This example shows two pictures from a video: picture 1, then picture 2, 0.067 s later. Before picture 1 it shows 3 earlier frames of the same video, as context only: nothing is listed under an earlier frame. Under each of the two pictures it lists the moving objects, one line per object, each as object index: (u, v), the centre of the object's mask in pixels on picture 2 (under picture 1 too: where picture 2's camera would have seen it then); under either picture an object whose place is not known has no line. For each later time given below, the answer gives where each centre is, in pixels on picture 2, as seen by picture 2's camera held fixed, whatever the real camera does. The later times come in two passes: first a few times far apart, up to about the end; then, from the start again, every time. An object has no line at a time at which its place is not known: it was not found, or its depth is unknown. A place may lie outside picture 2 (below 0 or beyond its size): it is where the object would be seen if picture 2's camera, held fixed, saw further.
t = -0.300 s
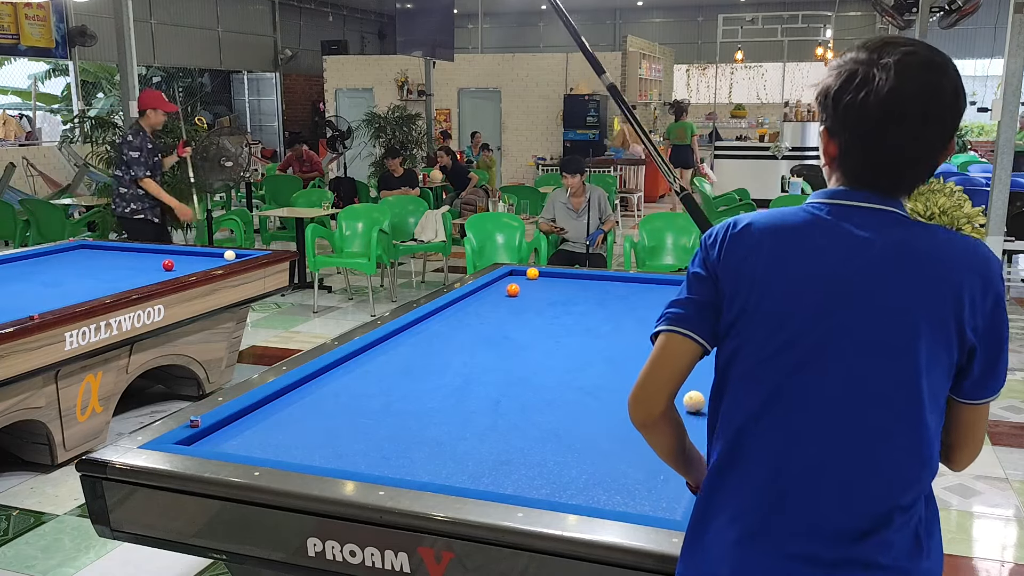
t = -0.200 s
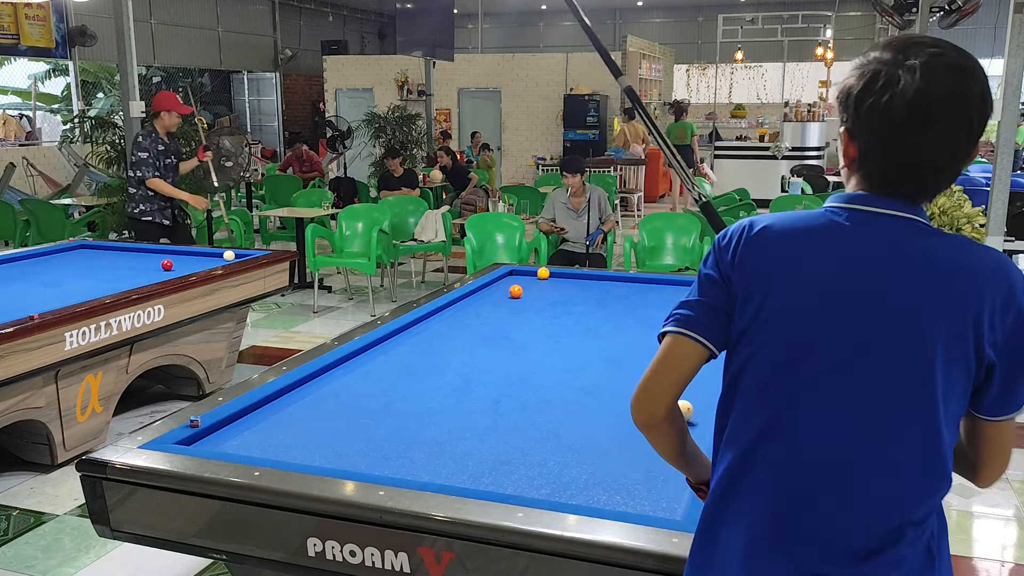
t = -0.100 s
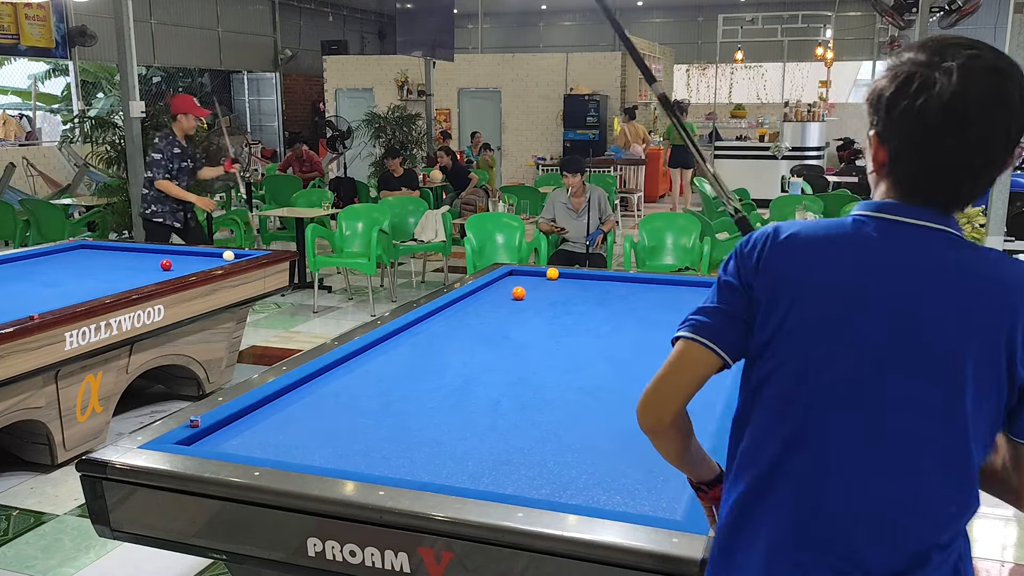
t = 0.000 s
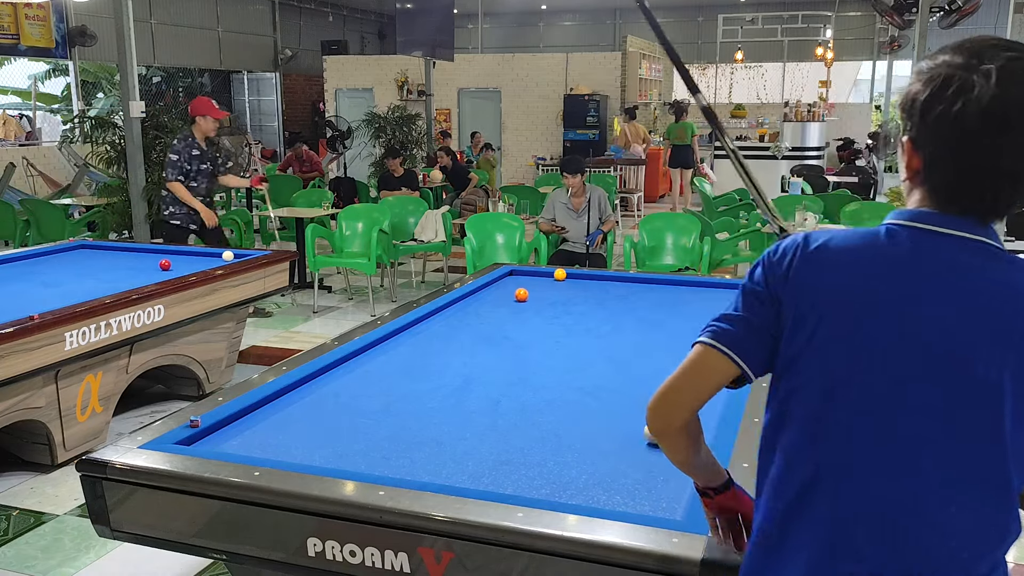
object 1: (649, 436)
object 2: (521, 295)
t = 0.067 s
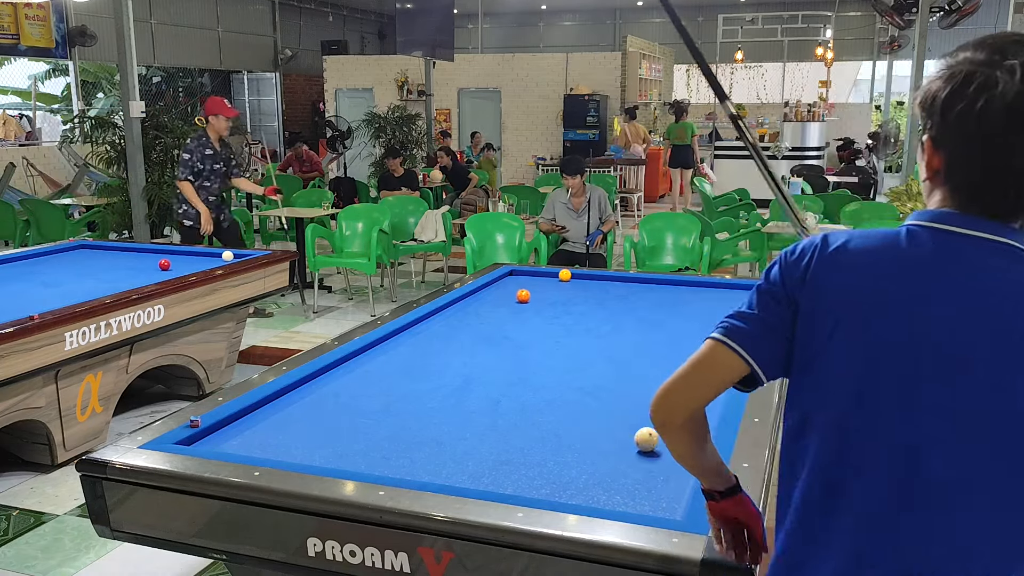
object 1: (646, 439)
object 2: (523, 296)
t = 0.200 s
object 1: (626, 456)
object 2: (527, 299)
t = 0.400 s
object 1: (593, 483)
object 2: (533, 302)
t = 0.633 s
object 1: (560, 487)
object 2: (540, 306)
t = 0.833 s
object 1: (542, 467)
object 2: (545, 310)
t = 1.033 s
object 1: (527, 450)
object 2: (552, 313)
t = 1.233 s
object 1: (513, 435)
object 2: (558, 317)
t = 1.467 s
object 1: (499, 419)
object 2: (565, 321)
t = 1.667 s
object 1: (488, 406)
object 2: (571, 324)
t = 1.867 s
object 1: (478, 395)
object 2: (577, 328)
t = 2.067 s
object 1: (469, 385)
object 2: (583, 332)
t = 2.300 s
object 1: (459, 374)
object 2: (591, 336)
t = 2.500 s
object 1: (452, 366)
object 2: (597, 339)
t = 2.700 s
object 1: (445, 359)
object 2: (603, 343)
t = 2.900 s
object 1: (439, 351)
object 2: (610, 347)
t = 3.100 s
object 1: (433, 345)
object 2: (616, 350)
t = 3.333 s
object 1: (426, 338)
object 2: (624, 354)
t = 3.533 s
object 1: (421, 332)
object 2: (630, 358)
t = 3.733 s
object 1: (416, 327)
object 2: (636, 362)
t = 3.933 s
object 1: (421, 323)
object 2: (642, 365)
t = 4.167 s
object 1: (434, 321)
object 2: (650, 369)
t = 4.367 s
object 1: (445, 318)
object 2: (656, 372)
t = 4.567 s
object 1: (455, 316)
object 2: (662, 376)
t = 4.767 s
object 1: (465, 314)
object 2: (668, 379)
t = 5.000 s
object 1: (476, 312)
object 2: (675, 382)
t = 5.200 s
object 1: (484, 311)
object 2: (680, 385)
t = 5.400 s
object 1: (492, 309)
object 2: (686, 388)
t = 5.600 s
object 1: (500, 308)
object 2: (691, 391)
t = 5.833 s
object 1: (508, 306)
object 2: (697, 394)
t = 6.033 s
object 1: (515, 305)
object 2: (701, 396)
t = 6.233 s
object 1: (521, 304)
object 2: (705, 399)
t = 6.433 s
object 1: (527, 302)
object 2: (709, 401)
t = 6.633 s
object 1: (533, 301)
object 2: (712, 403)
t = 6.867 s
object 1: (540, 300)
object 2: (714, 404)
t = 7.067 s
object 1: (545, 300)
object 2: (712, 405)
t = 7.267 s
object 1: (550, 299)
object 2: (710, 406)
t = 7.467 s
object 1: (554, 298)
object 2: (708, 406)
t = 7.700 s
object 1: (559, 297)
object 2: (707, 407)
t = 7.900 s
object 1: (562, 297)
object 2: (706, 407)
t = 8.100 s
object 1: (566, 296)
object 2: (705, 407)
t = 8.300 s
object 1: (569, 296)
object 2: (705, 407)
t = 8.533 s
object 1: (572, 295)
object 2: (706, 407)
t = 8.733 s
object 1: (574, 295)
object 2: (706, 407)
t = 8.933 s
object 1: (576, 295)
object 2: (706, 407)
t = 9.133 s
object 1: (578, 295)
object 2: (706, 407)
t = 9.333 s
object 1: (579, 295)
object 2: (706, 407)
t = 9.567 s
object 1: (580, 294)
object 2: (706, 407)
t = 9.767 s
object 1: (581, 294)
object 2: (706, 407)
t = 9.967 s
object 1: (581, 294)
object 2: (706, 407)
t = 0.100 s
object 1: (642, 443)
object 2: (524, 297)
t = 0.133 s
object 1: (637, 447)
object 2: (525, 298)
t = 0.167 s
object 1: (632, 451)
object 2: (526, 298)
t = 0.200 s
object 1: (626, 456)
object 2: (527, 299)
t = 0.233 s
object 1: (621, 460)
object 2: (528, 299)
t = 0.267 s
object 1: (616, 464)
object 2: (529, 300)
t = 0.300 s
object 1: (610, 469)
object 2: (530, 300)
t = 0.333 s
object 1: (604, 473)
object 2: (531, 301)
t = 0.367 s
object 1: (599, 478)
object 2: (532, 301)
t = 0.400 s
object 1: (593, 483)
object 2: (533, 302)
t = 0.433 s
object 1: (586, 487)
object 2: (534, 303)
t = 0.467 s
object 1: (580, 491)
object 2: (535, 303)
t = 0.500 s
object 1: (574, 494)
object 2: (536, 304)
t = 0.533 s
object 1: (569, 495)
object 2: (537, 304)
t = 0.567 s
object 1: (566, 493)
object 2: (538, 305)
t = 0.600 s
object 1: (563, 490)
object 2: (538, 306)
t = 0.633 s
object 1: (560, 487)
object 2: (540, 306)
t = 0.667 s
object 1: (557, 483)
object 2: (540, 307)
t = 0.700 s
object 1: (554, 480)
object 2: (541, 307)
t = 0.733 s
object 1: (551, 477)
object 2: (542, 308)
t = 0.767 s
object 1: (548, 473)
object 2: (543, 308)
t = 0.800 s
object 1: (545, 471)
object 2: (544, 309)
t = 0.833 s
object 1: (542, 467)
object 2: (545, 310)
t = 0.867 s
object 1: (540, 464)
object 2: (546, 310)
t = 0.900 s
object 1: (537, 461)
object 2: (547, 311)
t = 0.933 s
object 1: (534, 458)
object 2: (548, 311)
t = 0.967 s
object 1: (532, 455)
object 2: (549, 312)
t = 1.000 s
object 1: (530, 453)
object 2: (551, 313)
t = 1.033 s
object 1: (527, 450)
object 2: (552, 313)
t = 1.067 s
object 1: (524, 447)
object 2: (552, 314)
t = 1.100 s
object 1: (522, 445)
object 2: (554, 314)
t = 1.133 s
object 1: (520, 442)
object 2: (554, 315)
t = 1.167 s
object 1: (517, 439)
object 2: (555, 315)
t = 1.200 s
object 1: (515, 437)
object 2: (557, 316)
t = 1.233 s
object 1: (513, 435)
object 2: (558, 317)
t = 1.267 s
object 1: (511, 432)
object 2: (559, 317)
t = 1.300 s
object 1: (509, 430)
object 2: (560, 318)
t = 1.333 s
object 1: (507, 427)
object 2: (561, 318)
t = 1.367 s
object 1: (505, 425)
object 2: (562, 319)
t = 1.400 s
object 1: (503, 423)
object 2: (563, 320)
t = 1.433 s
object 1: (500, 421)
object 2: (564, 320)
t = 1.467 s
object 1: (499, 419)
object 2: (565, 321)
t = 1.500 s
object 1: (497, 416)
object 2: (566, 321)
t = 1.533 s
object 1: (495, 414)
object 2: (567, 322)
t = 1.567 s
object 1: (493, 412)
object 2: (568, 323)
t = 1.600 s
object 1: (491, 410)
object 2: (569, 323)
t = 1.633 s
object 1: (490, 408)
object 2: (570, 324)
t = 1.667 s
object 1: (488, 406)
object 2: (571, 324)
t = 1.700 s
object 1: (486, 404)
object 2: (572, 325)
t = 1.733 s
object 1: (484, 402)
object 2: (573, 326)
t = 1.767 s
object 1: (483, 401)
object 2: (574, 326)
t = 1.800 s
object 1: (481, 399)
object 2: (575, 327)
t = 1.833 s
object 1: (480, 397)
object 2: (576, 327)
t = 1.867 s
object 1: (478, 395)
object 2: (577, 328)
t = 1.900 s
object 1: (477, 394)
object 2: (578, 329)
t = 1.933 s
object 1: (475, 392)
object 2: (579, 329)
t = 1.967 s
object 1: (473, 390)
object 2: (580, 330)
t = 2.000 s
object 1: (472, 388)
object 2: (581, 330)
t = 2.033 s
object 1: (470, 387)
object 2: (582, 331)
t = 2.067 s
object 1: (469, 385)
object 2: (583, 332)
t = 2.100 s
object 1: (468, 383)
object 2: (585, 332)
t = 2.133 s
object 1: (466, 382)
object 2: (586, 333)
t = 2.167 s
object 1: (465, 381)
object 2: (587, 334)
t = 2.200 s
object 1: (463, 379)
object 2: (588, 334)
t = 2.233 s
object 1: (462, 378)
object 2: (589, 335)
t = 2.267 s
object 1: (461, 375)
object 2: (590, 335)
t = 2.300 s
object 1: (459, 374)
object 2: (591, 336)
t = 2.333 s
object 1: (458, 373)
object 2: (592, 336)
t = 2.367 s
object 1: (457, 372)
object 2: (593, 337)
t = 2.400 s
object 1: (456, 370)
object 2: (594, 338)
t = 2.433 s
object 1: (454, 369)
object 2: (595, 338)
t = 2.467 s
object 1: (453, 367)
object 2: (596, 339)
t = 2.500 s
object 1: (452, 366)
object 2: (597, 339)
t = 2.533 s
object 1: (451, 365)
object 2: (598, 340)
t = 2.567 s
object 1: (450, 363)
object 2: (599, 341)
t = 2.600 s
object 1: (449, 362)
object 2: (600, 341)
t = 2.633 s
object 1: (447, 361)
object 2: (601, 342)
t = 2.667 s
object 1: (446, 360)
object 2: (602, 342)
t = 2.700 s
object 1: (445, 359)
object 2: (603, 343)
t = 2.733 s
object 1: (444, 357)
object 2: (605, 344)
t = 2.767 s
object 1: (443, 356)
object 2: (606, 344)
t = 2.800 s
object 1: (442, 355)
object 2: (607, 345)
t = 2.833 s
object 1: (441, 354)
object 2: (608, 345)
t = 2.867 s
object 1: (440, 352)
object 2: (609, 346)
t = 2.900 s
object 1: (439, 351)
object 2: (610, 347)
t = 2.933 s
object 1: (438, 350)
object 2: (611, 347)
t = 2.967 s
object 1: (437, 349)
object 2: (612, 348)
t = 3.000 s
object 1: (436, 348)
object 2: (613, 349)
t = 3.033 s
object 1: (435, 347)
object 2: (614, 349)
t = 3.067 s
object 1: (434, 346)
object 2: (615, 350)
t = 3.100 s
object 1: (433, 345)
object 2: (616, 350)
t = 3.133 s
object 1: (432, 344)
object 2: (617, 351)
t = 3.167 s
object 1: (431, 343)
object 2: (618, 351)
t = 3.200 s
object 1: (430, 342)
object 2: (619, 352)
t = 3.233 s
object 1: (429, 341)
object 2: (620, 353)
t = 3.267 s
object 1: (428, 340)
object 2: (621, 353)
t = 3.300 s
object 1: (427, 338)
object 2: (622, 354)
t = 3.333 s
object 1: (426, 338)
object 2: (624, 354)
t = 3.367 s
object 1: (426, 337)
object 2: (624, 355)
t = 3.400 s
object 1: (425, 336)
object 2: (625, 356)
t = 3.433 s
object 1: (424, 335)
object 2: (627, 356)
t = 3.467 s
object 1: (423, 334)
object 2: (628, 357)
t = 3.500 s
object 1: (422, 333)
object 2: (629, 358)
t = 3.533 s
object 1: (421, 332)
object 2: (630, 358)
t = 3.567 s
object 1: (421, 331)
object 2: (631, 359)
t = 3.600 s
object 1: (420, 330)
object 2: (632, 359)
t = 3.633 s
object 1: (419, 329)
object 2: (633, 360)
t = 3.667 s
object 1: (418, 328)
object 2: (634, 360)
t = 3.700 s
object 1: (417, 328)
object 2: (635, 361)
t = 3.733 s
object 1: (416, 327)
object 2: (636, 362)
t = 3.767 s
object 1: (416, 326)
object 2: (637, 362)
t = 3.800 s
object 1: (415, 325)
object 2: (638, 363)
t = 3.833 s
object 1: (415, 324)
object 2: (639, 363)
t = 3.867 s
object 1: (417, 324)
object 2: (640, 364)
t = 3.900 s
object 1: (419, 324)
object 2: (642, 364)
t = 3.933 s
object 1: (421, 323)
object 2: (642, 365)
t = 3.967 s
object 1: (423, 323)
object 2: (643, 366)
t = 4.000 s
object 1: (425, 322)
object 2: (644, 366)
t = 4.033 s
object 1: (427, 322)
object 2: (645, 367)
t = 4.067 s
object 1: (429, 322)
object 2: (646, 367)
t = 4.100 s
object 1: (431, 321)
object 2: (648, 368)
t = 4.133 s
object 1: (433, 321)
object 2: (649, 369)
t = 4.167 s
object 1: (434, 321)
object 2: (650, 369)
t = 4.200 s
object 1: (436, 320)
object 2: (651, 370)
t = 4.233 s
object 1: (438, 320)
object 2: (652, 370)
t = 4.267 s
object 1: (440, 319)
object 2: (653, 371)
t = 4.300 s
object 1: (442, 319)
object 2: (654, 371)
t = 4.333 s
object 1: (444, 319)
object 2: (655, 372)
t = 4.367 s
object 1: (445, 318)
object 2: (656, 372)
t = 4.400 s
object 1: (447, 318)
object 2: (657, 373)
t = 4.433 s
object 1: (449, 318)
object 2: (657, 374)
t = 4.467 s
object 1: (451, 317)
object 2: (659, 374)
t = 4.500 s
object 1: (452, 317)
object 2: (660, 375)
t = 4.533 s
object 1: (454, 317)
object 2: (661, 375)
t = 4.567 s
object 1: (455, 316)
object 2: (662, 376)
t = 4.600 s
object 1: (457, 316)
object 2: (663, 376)
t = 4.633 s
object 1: (459, 316)
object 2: (664, 377)
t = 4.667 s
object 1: (460, 315)
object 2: (665, 378)
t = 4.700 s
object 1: (462, 315)
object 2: (666, 378)
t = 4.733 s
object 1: (464, 315)
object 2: (667, 378)
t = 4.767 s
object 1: (465, 314)
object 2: (668, 379)
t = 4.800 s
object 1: (467, 314)
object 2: (669, 379)
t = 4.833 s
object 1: (468, 314)
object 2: (670, 380)
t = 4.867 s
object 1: (470, 314)
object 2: (671, 380)
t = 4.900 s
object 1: (471, 313)
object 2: (672, 381)
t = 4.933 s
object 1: (473, 313)
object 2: (673, 381)
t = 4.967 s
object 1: (474, 313)
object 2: (674, 382)
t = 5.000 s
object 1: (476, 312)
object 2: (675, 382)
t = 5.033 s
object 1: (477, 312)
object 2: (676, 383)
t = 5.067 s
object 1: (479, 312)
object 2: (677, 383)
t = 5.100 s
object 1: (480, 311)
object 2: (678, 384)
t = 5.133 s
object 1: (481, 311)
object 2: (679, 384)
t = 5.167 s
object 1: (483, 311)
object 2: (680, 385)
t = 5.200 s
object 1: (484, 311)
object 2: (680, 385)
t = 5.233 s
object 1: (486, 310)
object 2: (681, 386)
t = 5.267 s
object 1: (487, 310)
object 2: (682, 386)
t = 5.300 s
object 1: (488, 310)
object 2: (683, 387)
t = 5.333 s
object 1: (490, 310)
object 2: (684, 387)
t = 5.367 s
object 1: (491, 309)
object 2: (685, 388)
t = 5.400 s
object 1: (492, 309)
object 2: (686, 388)
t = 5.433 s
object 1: (493, 309)
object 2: (687, 389)
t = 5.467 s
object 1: (495, 308)
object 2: (688, 389)
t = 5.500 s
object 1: (496, 308)
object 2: (688, 389)
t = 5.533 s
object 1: (497, 308)
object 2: (689, 390)
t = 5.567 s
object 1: (498, 308)
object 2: (690, 390)
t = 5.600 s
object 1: (500, 308)
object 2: (691, 391)
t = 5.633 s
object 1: (501, 307)
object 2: (692, 391)
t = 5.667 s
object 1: (502, 307)
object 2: (693, 392)
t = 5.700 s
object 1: (503, 307)
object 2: (694, 392)
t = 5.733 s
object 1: (505, 307)
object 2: (694, 393)
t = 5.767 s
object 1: (506, 306)
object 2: (695, 393)
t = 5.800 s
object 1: (507, 306)
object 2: (696, 393)
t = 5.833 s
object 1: (508, 306)
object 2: (697, 394)
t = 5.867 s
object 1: (509, 306)
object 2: (697, 394)
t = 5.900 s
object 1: (510, 306)
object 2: (698, 395)
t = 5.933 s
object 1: (511, 305)
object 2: (699, 395)
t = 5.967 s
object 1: (513, 305)
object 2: (699, 395)
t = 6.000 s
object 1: (514, 305)
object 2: (700, 396)
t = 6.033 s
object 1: (515, 305)
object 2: (701, 396)
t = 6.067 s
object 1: (516, 305)
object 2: (702, 397)
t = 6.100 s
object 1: (517, 304)
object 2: (702, 397)
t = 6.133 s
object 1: (518, 304)
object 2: (703, 397)
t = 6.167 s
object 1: (519, 304)
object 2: (703, 398)
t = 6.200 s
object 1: (520, 304)
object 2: (704, 398)
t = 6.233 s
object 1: (521, 304)
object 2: (705, 399)
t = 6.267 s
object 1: (522, 303)
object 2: (705, 399)
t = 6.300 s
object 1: (523, 303)
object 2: (706, 399)
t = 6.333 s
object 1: (524, 303)
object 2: (707, 400)
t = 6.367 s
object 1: (525, 303)
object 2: (707, 400)
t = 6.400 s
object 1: (526, 303)
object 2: (708, 400)
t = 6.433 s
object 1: (527, 302)
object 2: (709, 401)
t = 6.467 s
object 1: (528, 302)
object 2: (709, 401)
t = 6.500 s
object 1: (529, 302)
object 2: (710, 401)
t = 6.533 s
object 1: (530, 302)
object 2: (710, 402)
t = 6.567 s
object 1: (531, 302)
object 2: (711, 402)
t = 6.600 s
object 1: (532, 302)
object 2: (712, 402)
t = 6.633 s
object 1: (533, 301)
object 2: (712, 403)
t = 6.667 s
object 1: (534, 301)
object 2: (713, 403)
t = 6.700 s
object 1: (535, 301)
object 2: (713, 403)
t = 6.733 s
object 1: (536, 301)
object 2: (714, 403)
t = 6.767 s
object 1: (537, 301)
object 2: (714, 404)
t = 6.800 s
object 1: (538, 301)
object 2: (714, 404)
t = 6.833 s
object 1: (539, 301)
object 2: (714, 404)
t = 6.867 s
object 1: (540, 300)
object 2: (714, 404)
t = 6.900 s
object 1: (541, 300)
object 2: (714, 405)
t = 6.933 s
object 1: (541, 300)
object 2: (713, 405)
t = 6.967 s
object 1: (542, 300)
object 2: (713, 405)
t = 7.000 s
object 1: (543, 300)
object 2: (713, 405)
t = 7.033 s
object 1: (544, 300)
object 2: (712, 405)
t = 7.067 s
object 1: (545, 300)
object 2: (712, 405)
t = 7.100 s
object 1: (546, 300)
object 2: (712, 405)
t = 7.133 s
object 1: (546, 299)
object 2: (711, 406)
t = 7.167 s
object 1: (547, 299)
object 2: (711, 406)
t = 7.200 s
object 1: (548, 299)
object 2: (711, 406)
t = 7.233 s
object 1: (549, 299)
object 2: (711, 406)
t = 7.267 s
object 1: (550, 299)
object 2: (710, 406)
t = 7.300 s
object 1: (550, 299)
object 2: (710, 406)
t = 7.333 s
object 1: (551, 299)
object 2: (710, 406)
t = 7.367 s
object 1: (552, 298)
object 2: (709, 406)
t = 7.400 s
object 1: (552, 298)
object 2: (709, 406)
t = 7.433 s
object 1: (553, 298)
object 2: (709, 406)
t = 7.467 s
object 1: (554, 298)
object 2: (708, 406)
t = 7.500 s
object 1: (554, 298)
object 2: (708, 407)
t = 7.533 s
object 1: (555, 298)
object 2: (708, 407)
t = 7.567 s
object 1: (556, 298)
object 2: (707, 407)
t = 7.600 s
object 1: (557, 298)
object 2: (707, 407)
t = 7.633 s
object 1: (557, 298)
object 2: (707, 407)
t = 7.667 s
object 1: (558, 297)
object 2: (707, 407)
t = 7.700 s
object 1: (559, 297)
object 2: (707, 407)
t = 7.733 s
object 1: (559, 297)
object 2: (707, 407)
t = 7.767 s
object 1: (560, 297)
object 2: (707, 407)
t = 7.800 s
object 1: (560, 297)
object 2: (706, 407)
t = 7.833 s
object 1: (561, 297)
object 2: (706, 407)
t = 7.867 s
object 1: (562, 297)
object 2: (706, 407)
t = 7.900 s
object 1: (562, 297)
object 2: (706, 407)
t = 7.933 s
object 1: (563, 297)
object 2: (706, 407)
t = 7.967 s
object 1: (563, 297)
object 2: (706, 407)
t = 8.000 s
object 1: (564, 297)
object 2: (705, 407)
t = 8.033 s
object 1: (565, 297)
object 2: (705, 407)
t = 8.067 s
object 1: (565, 296)
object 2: (705, 407)
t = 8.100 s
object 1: (566, 296)
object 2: (705, 407)
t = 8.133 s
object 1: (566, 296)
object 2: (705, 407)
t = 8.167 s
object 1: (567, 296)
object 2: (705, 407)
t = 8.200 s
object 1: (567, 296)
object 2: (705, 407)
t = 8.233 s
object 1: (568, 296)
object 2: (705, 407)
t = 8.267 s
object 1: (568, 296)
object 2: (705, 407)
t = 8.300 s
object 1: (569, 296)
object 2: (705, 407)
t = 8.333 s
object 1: (569, 296)
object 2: (706, 407)
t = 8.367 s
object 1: (570, 296)
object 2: (705, 407)
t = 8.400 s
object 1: (570, 296)
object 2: (706, 407)
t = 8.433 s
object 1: (570, 296)
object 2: (706, 407)
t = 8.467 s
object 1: (571, 296)
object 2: (706, 407)
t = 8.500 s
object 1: (571, 296)
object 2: (706, 407)
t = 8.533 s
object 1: (572, 295)
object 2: (706, 407)
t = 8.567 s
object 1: (572, 296)
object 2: (706, 407)
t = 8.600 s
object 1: (573, 295)
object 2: (706, 407)
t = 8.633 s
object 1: (573, 295)
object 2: (706, 407)
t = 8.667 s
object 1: (573, 295)
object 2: (706, 407)
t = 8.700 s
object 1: (574, 295)
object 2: (706, 407)
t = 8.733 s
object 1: (574, 295)
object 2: (706, 407)
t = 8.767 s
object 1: (575, 295)
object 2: (706, 407)
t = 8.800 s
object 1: (575, 295)
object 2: (706, 407)
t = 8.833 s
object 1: (575, 295)
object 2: (706, 407)
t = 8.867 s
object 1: (576, 295)
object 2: (706, 407)
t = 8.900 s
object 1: (576, 295)
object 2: (706, 407)
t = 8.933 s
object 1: (576, 295)
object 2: (706, 407)
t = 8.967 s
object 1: (576, 295)
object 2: (706, 407)
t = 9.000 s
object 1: (577, 295)
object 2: (706, 407)
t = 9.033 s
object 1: (577, 295)
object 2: (706, 407)
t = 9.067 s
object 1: (577, 295)
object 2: (706, 407)
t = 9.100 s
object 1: (577, 295)
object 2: (706, 407)
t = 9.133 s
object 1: (578, 295)
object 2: (706, 407)
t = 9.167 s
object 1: (578, 295)
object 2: (706, 407)
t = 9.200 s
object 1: (578, 295)
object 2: (706, 407)
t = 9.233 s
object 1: (578, 294)
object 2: (706, 407)
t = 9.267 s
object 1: (579, 295)
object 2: (706, 407)
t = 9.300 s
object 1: (579, 295)
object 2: (706, 407)
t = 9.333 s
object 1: (579, 295)
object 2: (706, 407)
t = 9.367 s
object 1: (579, 295)
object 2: (706, 407)
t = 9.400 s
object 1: (579, 294)
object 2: (706, 407)
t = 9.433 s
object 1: (579, 294)
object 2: (706, 407)
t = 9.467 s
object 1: (580, 294)
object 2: (706, 407)
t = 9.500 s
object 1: (580, 294)
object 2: (706, 407)
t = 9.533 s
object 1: (580, 294)
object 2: (706, 407)
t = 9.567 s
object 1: (580, 294)
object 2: (706, 407)
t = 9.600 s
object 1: (580, 294)
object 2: (706, 407)
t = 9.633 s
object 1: (580, 294)
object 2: (706, 407)
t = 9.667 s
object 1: (580, 294)
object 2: (706, 407)
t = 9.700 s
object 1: (581, 294)
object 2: (706, 407)
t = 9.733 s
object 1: (581, 294)
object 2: (706, 407)
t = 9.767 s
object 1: (581, 294)
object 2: (706, 407)
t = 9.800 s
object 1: (581, 294)
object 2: (706, 407)
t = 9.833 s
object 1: (581, 294)
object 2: (706, 407)
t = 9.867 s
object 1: (581, 294)
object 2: (706, 407)
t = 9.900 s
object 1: (581, 294)
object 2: (706, 407)
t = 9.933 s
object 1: (581, 294)
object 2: (706, 407)
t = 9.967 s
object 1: (581, 294)
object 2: (706, 407)
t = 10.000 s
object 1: (581, 294)
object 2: (706, 407)
